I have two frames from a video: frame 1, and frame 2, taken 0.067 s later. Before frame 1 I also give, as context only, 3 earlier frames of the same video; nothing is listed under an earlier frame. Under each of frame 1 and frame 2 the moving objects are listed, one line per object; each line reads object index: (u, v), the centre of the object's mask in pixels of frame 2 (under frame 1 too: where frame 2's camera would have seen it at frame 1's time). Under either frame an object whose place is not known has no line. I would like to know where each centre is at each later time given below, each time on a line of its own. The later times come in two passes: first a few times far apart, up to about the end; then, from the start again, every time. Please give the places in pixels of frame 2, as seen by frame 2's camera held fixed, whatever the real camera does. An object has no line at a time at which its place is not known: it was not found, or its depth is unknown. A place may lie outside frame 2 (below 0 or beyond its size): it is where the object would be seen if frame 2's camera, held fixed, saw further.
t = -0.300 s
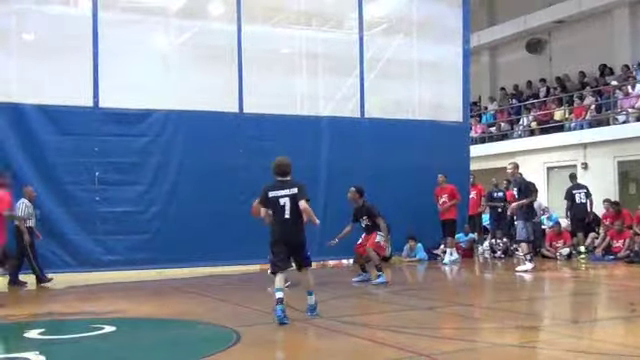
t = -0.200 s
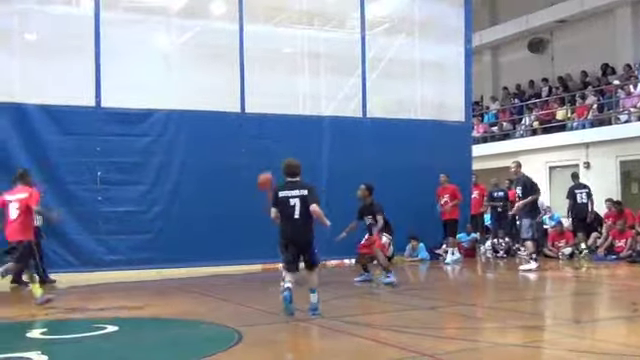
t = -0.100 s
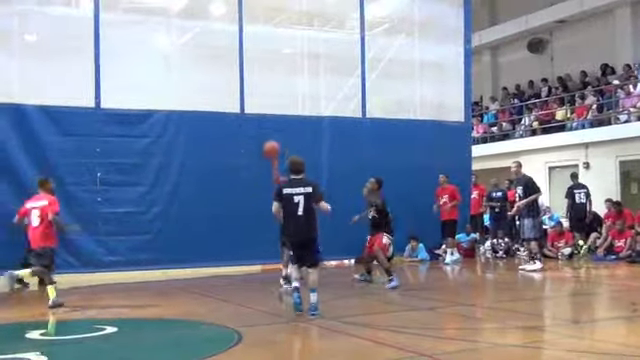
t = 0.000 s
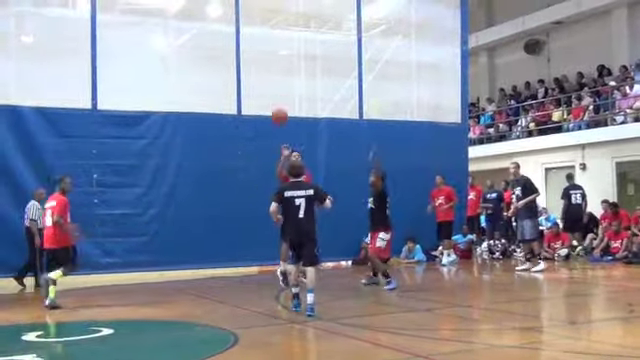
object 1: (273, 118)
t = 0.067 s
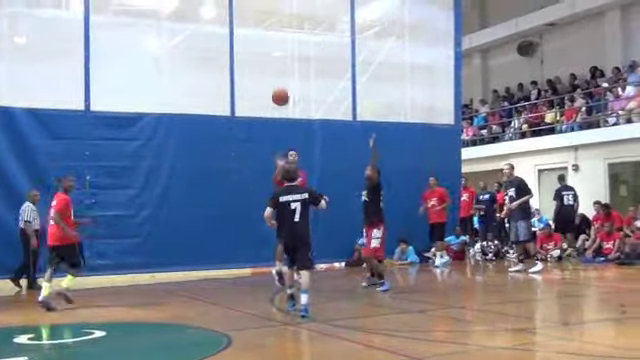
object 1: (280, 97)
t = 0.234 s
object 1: (305, 51)
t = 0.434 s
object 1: (342, 17)
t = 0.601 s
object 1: (384, 14)
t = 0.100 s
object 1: (285, 86)
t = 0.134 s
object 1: (290, 76)
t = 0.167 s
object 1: (294, 67)
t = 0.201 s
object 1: (299, 59)
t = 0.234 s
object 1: (305, 51)
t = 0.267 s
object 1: (310, 43)
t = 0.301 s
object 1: (316, 36)
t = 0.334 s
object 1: (322, 30)
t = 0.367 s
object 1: (328, 25)
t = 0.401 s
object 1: (334, 20)
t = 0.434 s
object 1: (342, 17)
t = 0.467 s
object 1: (349, 14)
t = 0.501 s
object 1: (357, 13)
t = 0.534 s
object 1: (365, 12)
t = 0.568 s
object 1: (375, 12)
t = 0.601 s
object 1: (384, 14)
